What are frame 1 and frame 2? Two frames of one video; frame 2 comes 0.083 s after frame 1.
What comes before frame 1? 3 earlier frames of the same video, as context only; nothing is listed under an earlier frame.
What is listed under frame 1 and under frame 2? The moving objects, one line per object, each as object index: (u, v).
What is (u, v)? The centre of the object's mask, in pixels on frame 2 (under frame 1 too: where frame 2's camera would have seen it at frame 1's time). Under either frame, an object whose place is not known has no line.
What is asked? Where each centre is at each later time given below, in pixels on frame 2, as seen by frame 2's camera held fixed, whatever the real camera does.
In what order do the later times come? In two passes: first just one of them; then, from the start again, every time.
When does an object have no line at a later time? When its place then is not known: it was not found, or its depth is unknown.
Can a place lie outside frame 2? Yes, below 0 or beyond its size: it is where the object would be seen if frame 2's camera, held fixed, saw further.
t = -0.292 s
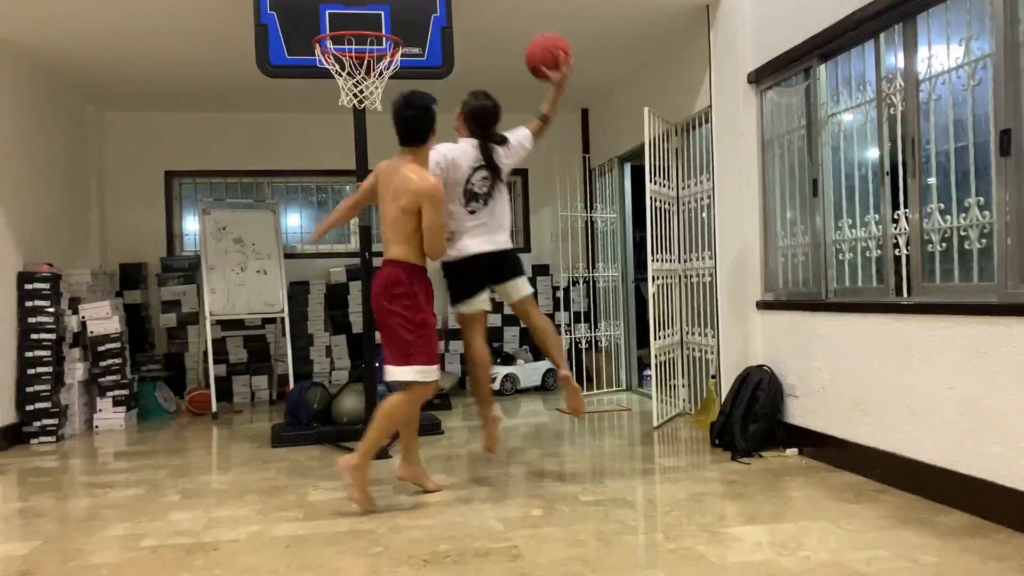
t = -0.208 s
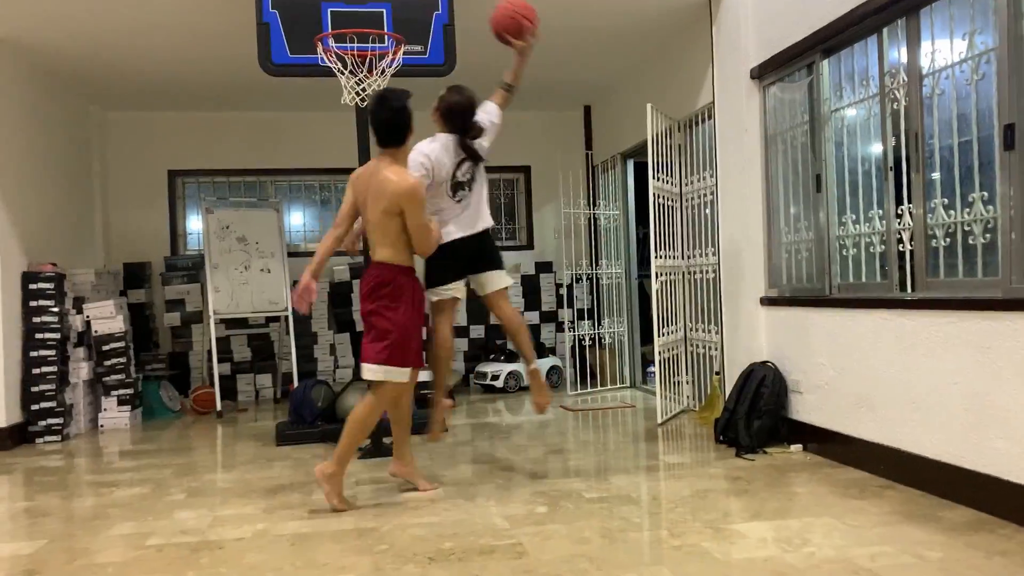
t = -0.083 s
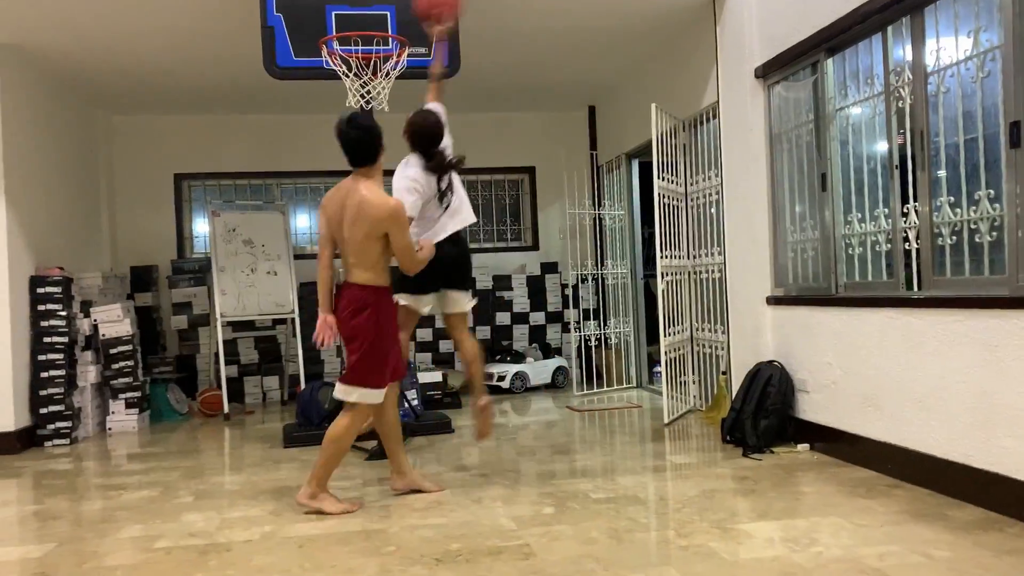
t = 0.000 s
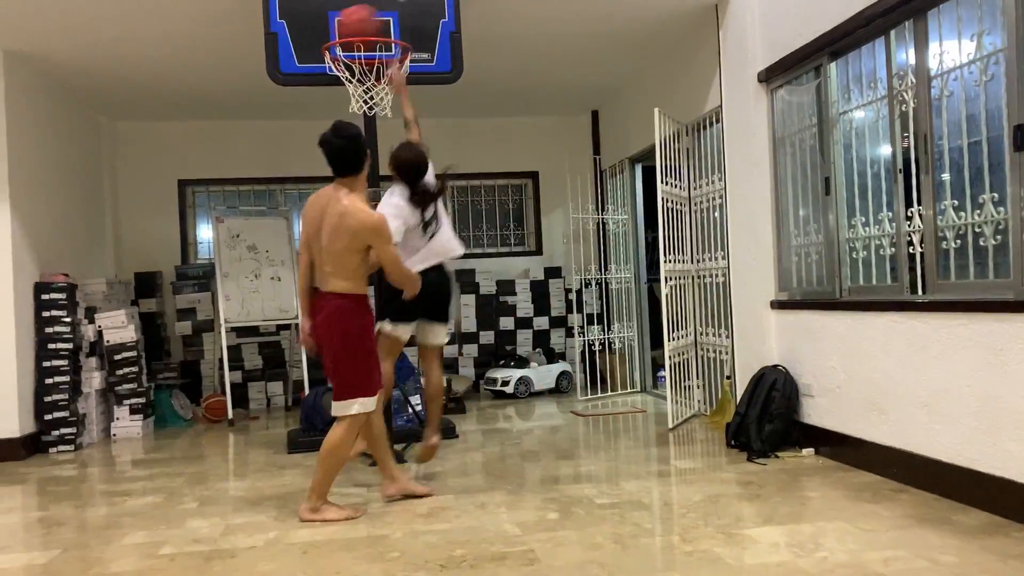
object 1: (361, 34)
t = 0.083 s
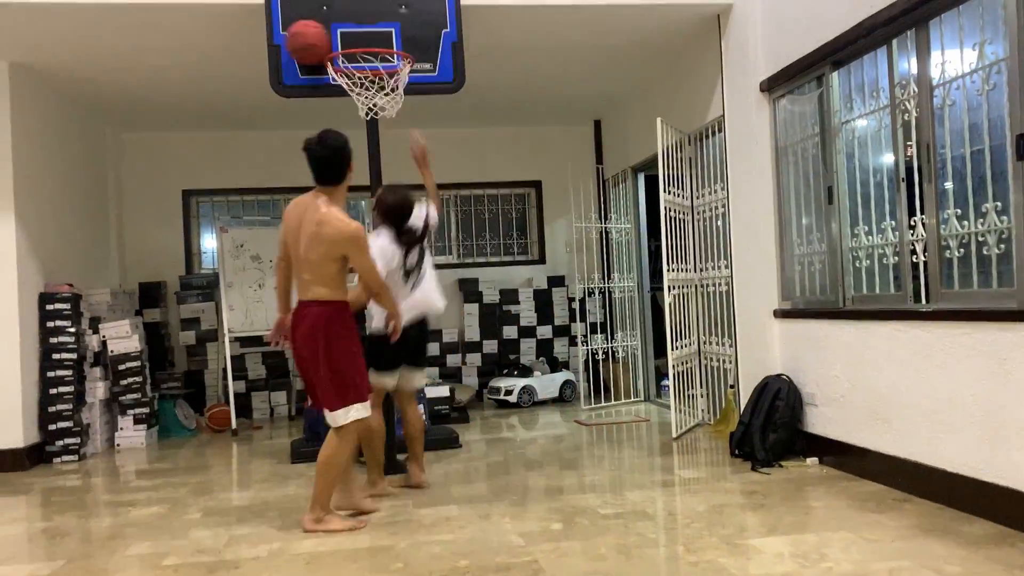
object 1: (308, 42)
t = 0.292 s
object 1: (193, 60)
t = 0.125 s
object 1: (283, 38)
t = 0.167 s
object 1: (264, 39)
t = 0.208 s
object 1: (239, 42)
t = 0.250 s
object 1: (220, 48)
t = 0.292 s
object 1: (193, 60)
